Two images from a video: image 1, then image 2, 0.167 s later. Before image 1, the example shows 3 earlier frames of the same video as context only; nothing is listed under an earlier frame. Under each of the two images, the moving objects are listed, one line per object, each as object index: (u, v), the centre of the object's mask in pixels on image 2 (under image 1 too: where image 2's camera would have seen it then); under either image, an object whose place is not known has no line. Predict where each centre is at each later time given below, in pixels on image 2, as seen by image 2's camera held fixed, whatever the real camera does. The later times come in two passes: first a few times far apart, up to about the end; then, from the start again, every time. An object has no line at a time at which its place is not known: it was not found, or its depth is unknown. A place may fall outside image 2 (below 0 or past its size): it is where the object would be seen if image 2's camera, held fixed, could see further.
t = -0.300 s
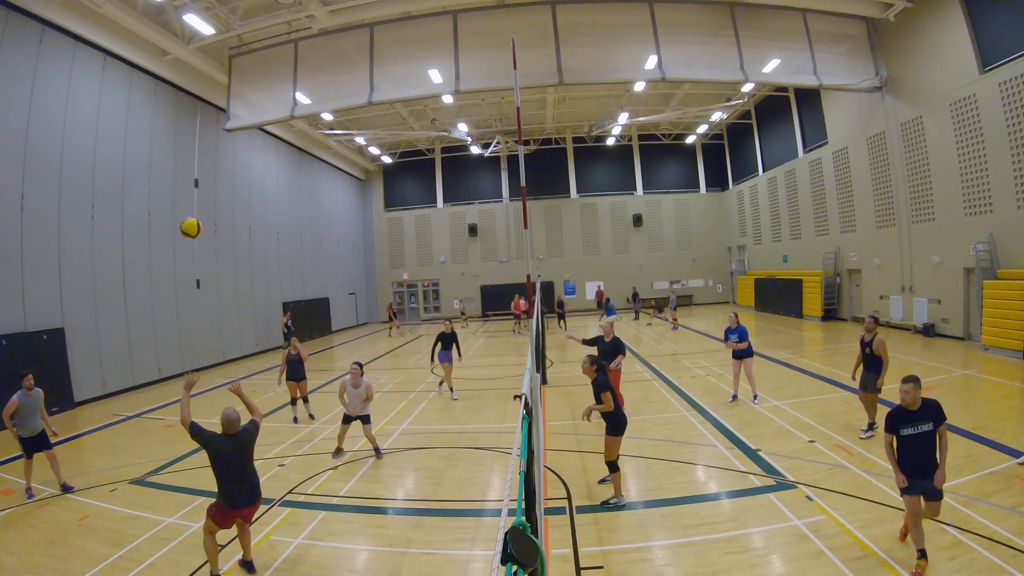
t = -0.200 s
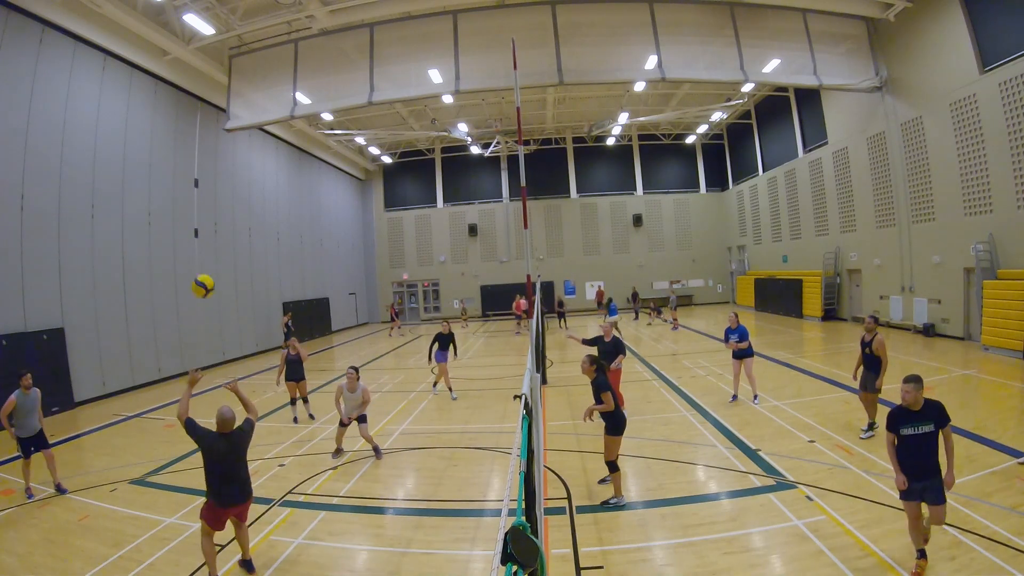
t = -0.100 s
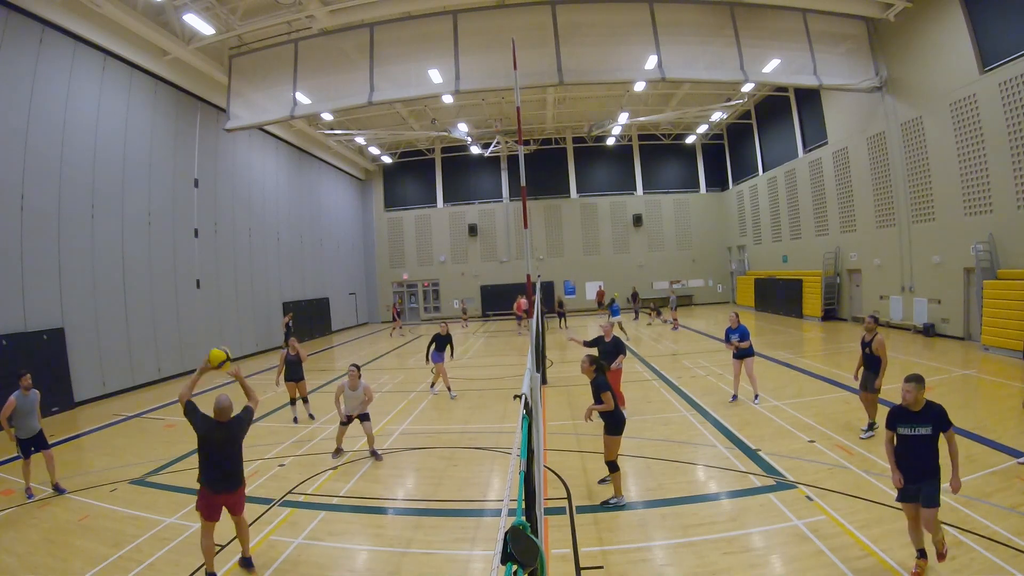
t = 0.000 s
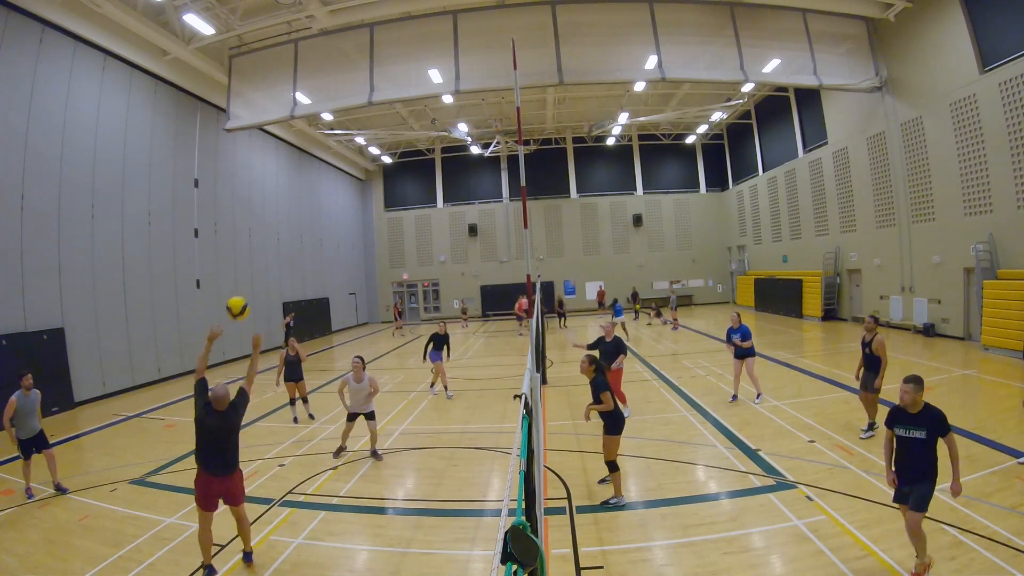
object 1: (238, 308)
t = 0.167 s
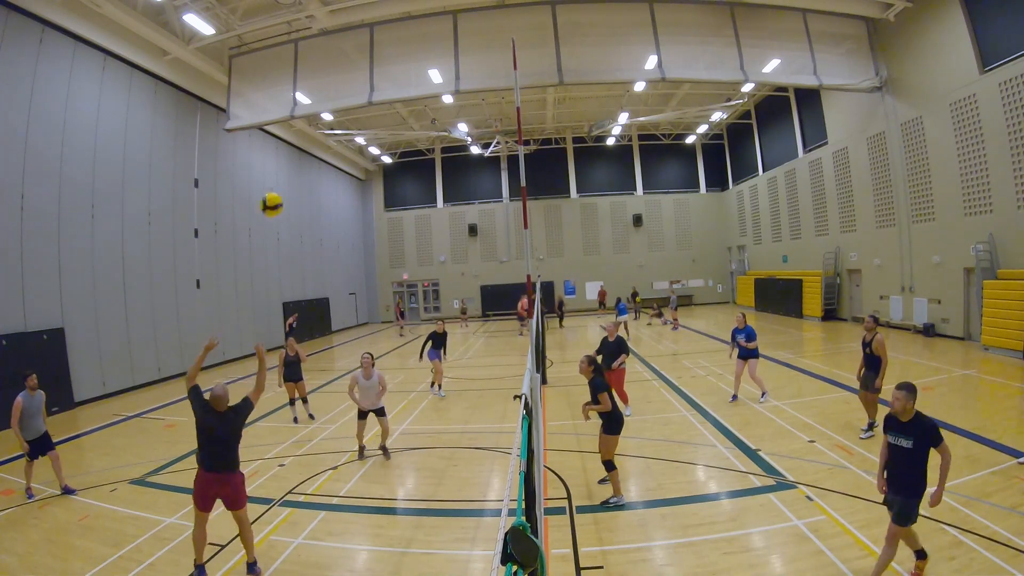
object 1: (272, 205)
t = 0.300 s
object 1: (300, 150)
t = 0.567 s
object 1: (355, 105)
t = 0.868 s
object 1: (409, 135)
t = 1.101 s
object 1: (450, 213)
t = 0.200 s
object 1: (279, 188)
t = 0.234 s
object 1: (286, 174)
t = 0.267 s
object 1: (293, 162)
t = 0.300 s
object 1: (300, 150)
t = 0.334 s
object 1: (308, 140)
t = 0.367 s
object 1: (315, 132)
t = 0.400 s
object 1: (322, 124)
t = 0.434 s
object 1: (329, 119)
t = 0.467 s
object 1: (335, 114)
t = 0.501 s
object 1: (342, 109)
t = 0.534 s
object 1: (348, 107)
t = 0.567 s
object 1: (355, 105)
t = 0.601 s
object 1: (361, 104)
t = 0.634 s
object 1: (367, 105)
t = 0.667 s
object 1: (373, 106)
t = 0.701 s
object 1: (379, 109)
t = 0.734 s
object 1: (385, 112)
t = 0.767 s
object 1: (391, 116)
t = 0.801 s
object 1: (397, 121)
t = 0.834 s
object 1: (403, 127)
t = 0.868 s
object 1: (409, 135)
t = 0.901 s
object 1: (415, 144)
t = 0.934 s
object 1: (421, 153)
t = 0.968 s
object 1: (427, 163)
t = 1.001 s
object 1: (432, 174)
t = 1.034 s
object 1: (438, 187)
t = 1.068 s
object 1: (444, 199)
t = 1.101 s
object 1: (450, 213)
